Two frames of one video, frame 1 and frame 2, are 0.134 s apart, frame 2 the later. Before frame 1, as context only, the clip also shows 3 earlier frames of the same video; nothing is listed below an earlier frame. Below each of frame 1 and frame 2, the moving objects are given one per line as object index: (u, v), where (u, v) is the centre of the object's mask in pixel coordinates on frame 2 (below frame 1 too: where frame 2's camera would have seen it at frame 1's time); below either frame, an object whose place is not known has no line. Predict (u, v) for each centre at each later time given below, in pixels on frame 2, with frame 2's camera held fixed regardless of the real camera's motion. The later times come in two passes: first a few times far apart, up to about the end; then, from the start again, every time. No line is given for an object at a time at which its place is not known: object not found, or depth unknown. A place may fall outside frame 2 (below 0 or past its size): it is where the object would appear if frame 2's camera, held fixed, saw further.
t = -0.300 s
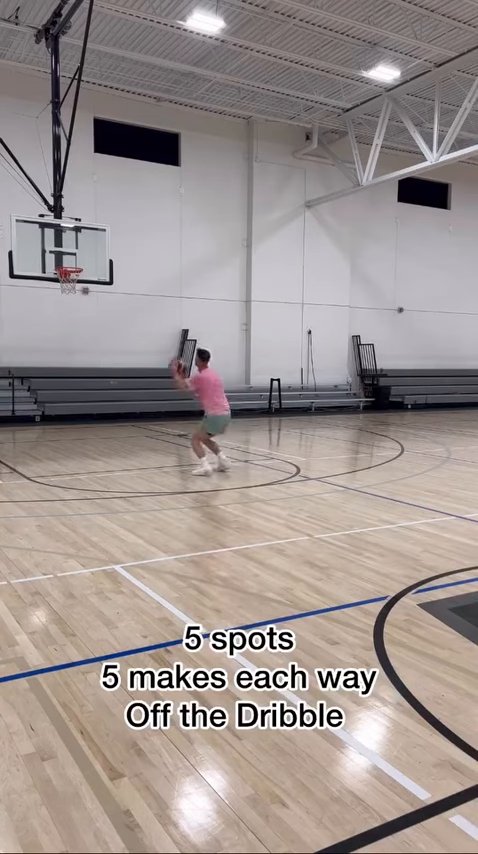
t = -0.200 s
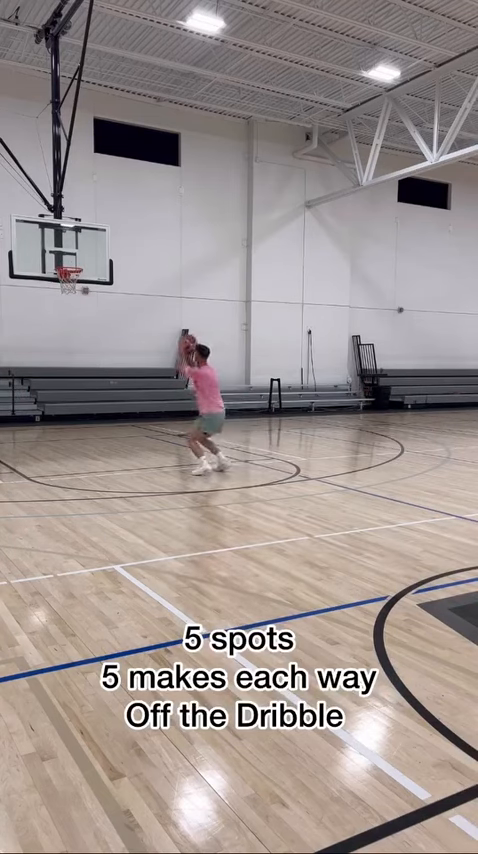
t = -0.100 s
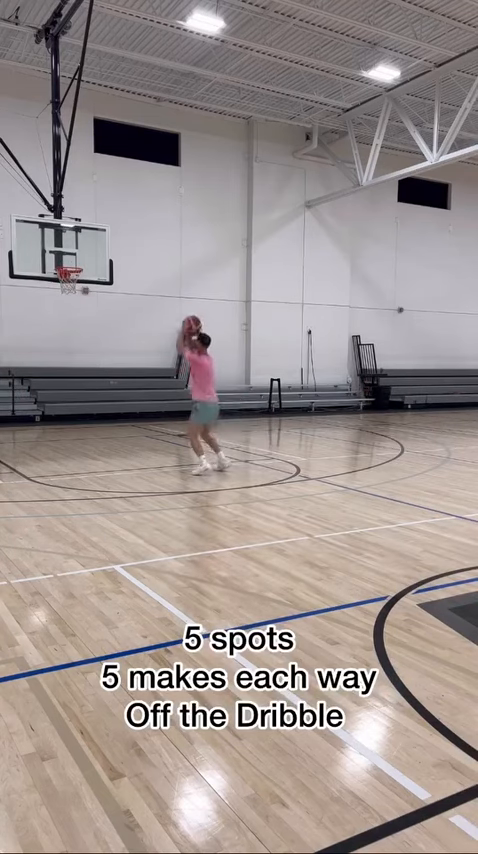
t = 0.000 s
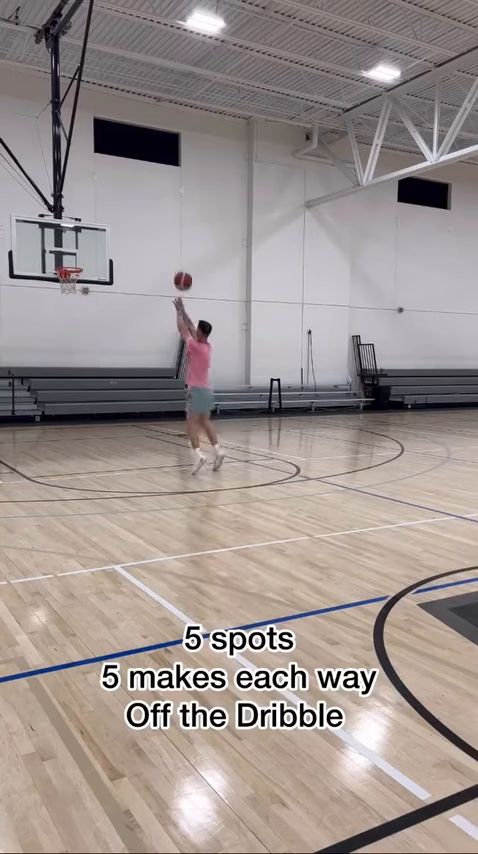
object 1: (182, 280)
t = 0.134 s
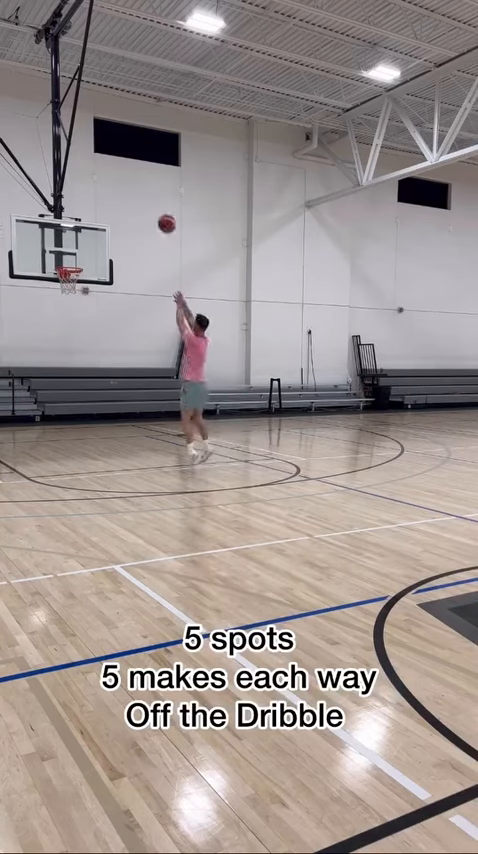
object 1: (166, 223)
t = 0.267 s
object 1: (151, 184)
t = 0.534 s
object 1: (126, 149)
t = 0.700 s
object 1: (112, 154)
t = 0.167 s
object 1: (162, 211)
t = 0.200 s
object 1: (158, 201)
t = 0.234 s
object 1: (155, 192)
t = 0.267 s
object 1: (151, 184)
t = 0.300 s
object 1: (148, 176)
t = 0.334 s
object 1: (145, 170)
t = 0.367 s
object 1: (141, 164)
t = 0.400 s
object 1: (138, 159)
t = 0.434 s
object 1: (135, 155)
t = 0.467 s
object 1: (132, 152)
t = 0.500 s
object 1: (129, 150)
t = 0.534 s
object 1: (126, 149)
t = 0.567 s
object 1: (122, 149)
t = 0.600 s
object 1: (120, 149)
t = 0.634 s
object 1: (117, 150)
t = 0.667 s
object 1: (114, 151)
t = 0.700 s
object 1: (112, 154)
